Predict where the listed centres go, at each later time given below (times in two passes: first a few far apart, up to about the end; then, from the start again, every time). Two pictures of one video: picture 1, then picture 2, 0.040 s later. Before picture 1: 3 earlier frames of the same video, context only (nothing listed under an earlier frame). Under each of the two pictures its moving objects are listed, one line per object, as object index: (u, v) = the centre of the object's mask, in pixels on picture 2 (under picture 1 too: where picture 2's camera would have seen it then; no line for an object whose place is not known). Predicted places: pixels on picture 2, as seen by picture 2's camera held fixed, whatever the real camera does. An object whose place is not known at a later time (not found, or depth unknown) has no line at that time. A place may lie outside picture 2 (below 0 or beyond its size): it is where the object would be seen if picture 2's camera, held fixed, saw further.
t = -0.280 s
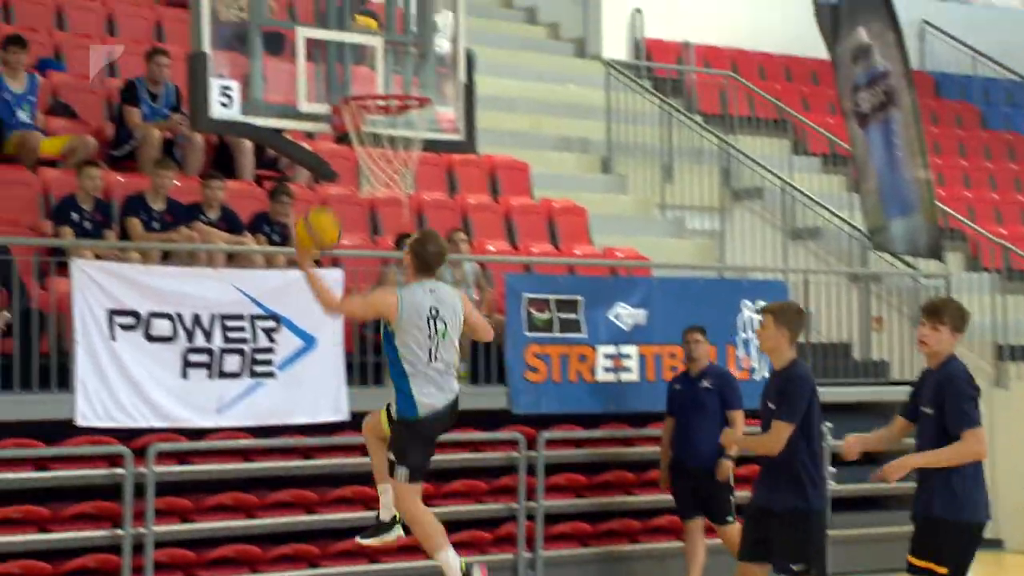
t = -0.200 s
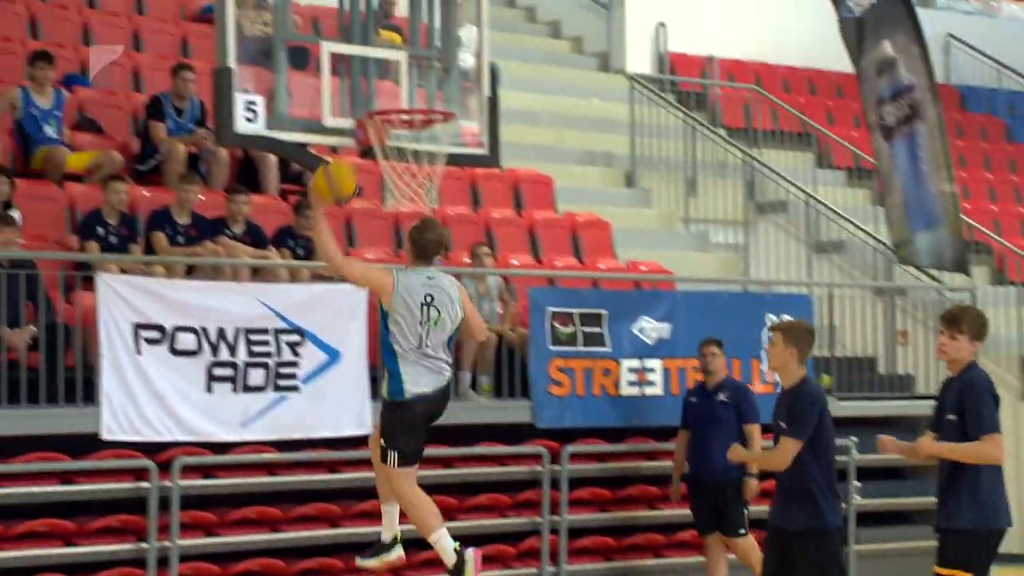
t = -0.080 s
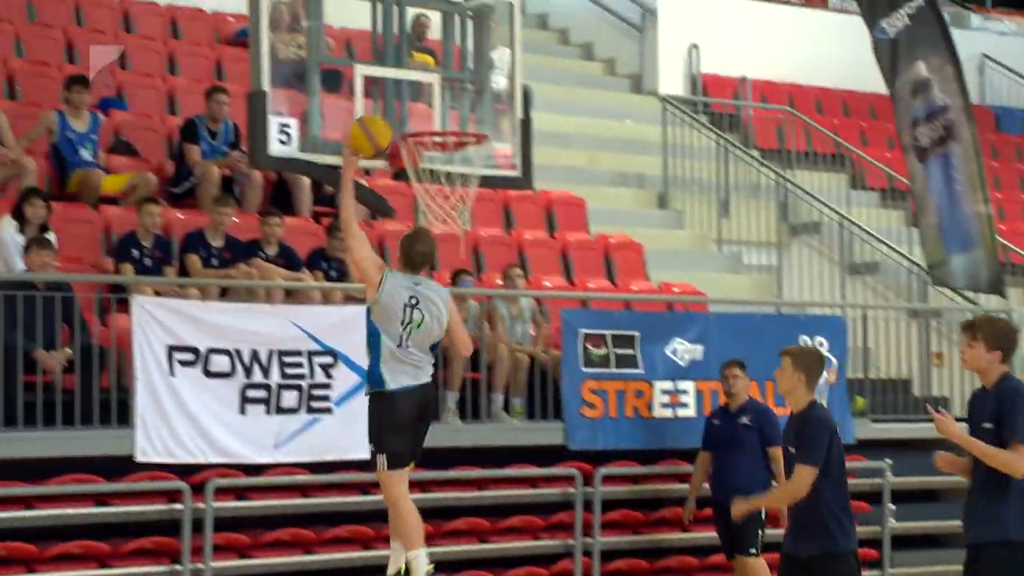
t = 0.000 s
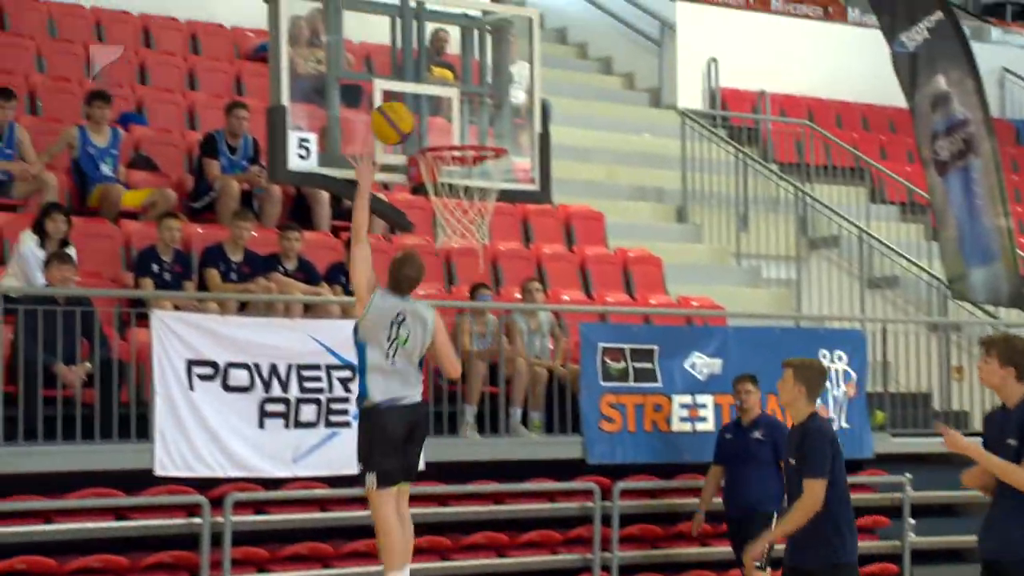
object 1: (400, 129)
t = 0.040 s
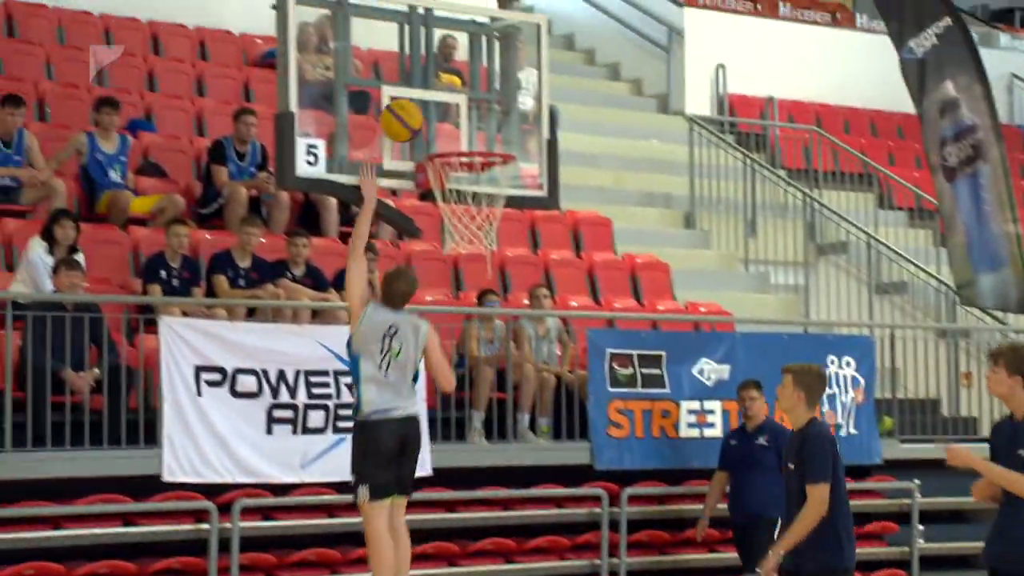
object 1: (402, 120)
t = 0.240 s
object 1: (443, 118)
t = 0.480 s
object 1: (481, 203)
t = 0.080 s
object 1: (403, 115)
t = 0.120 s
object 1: (410, 111)
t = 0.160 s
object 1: (421, 111)
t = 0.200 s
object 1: (433, 112)
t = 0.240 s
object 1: (443, 118)
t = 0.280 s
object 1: (455, 128)
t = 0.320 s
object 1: (467, 136)
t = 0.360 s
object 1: (477, 152)
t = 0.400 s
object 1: (480, 171)
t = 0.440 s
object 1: (481, 186)
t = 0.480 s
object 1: (481, 203)
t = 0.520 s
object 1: (480, 226)
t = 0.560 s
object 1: (479, 255)
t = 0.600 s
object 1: (478, 278)
